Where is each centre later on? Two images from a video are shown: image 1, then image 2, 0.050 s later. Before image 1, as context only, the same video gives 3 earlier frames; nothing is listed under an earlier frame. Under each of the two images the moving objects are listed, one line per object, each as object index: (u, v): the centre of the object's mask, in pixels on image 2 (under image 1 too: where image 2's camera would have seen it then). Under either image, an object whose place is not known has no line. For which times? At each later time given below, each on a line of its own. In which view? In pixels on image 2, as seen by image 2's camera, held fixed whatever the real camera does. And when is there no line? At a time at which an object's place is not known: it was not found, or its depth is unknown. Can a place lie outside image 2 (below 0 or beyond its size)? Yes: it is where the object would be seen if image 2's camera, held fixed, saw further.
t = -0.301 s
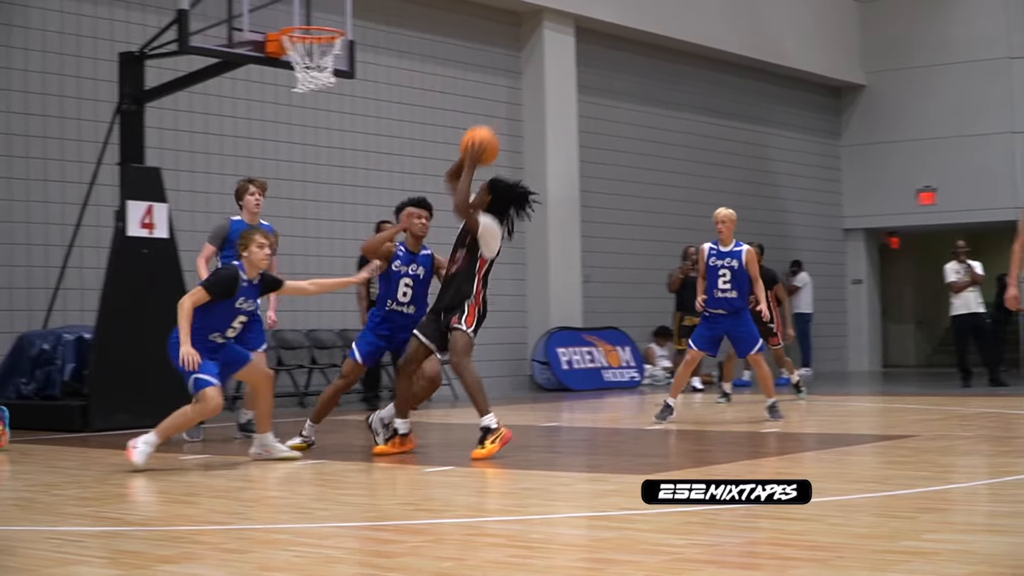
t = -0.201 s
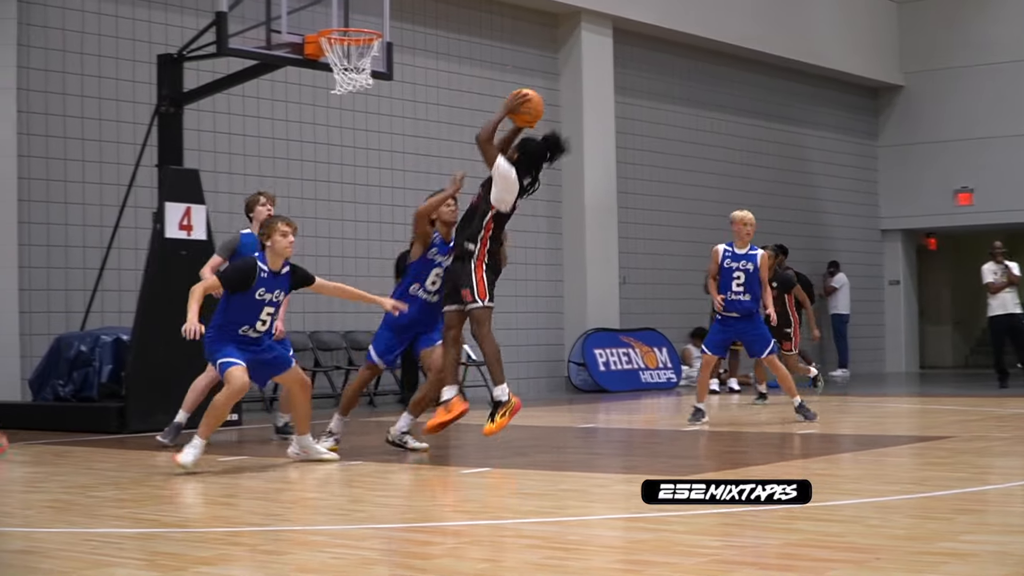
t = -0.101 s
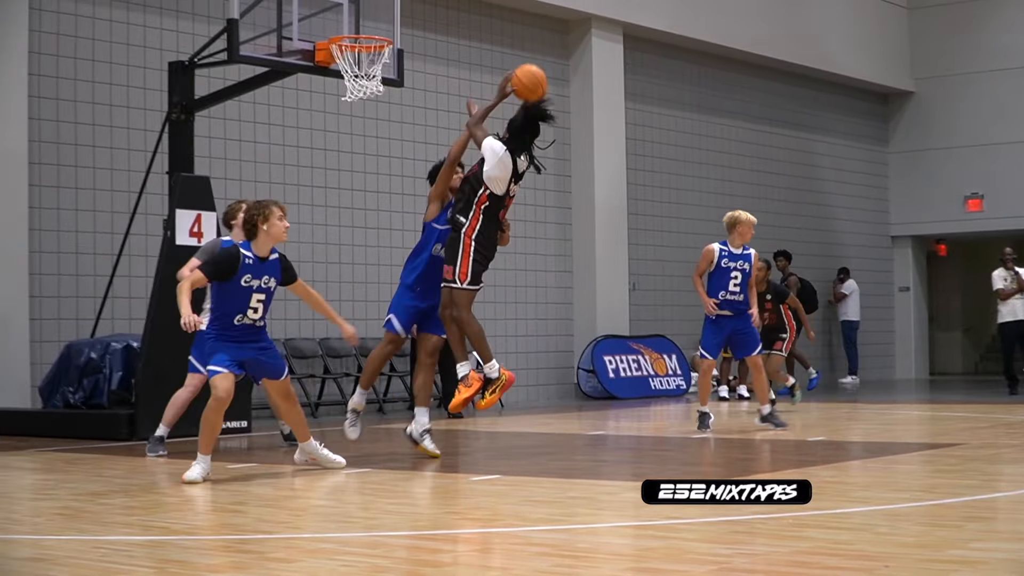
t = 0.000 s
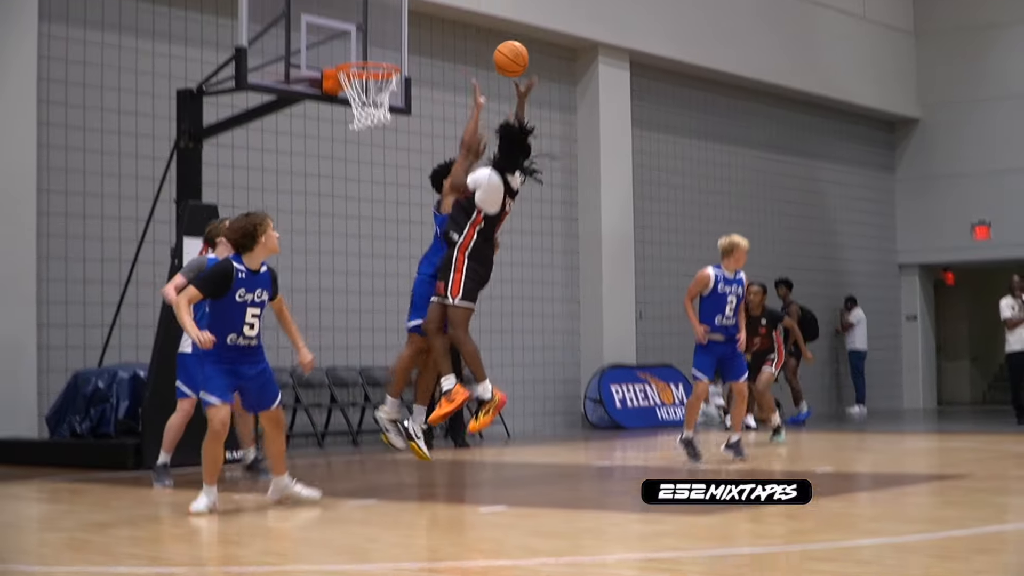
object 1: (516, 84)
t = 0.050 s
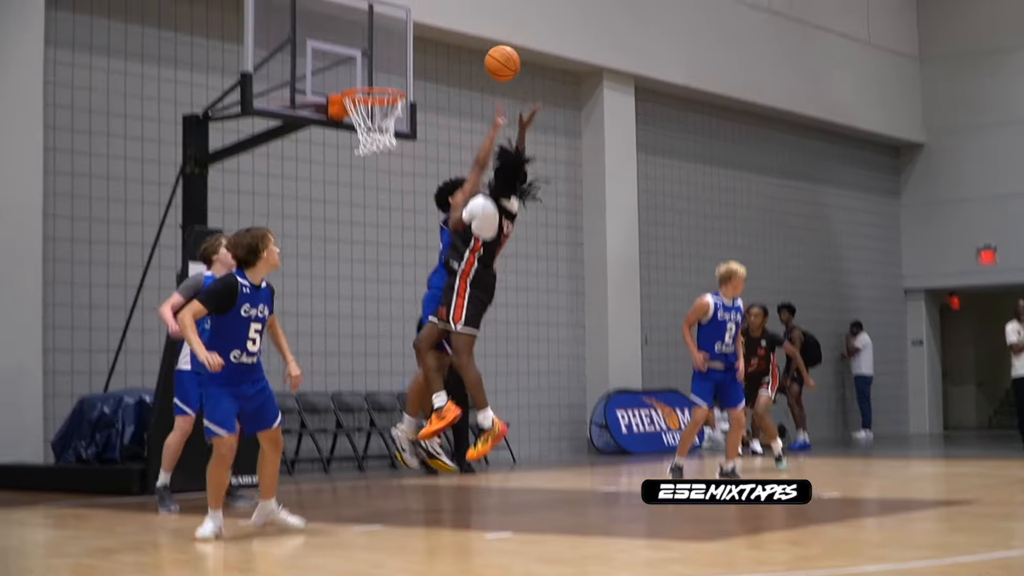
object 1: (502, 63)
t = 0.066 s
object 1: (498, 57)
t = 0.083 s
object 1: (493, 52)
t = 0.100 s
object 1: (489, 47)
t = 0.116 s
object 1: (485, 42)
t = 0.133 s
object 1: (481, 39)
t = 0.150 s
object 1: (477, 35)
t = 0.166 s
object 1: (473, 32)
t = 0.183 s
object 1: (470, 29)
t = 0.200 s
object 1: (467, 27)
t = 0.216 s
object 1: (463, 25)
